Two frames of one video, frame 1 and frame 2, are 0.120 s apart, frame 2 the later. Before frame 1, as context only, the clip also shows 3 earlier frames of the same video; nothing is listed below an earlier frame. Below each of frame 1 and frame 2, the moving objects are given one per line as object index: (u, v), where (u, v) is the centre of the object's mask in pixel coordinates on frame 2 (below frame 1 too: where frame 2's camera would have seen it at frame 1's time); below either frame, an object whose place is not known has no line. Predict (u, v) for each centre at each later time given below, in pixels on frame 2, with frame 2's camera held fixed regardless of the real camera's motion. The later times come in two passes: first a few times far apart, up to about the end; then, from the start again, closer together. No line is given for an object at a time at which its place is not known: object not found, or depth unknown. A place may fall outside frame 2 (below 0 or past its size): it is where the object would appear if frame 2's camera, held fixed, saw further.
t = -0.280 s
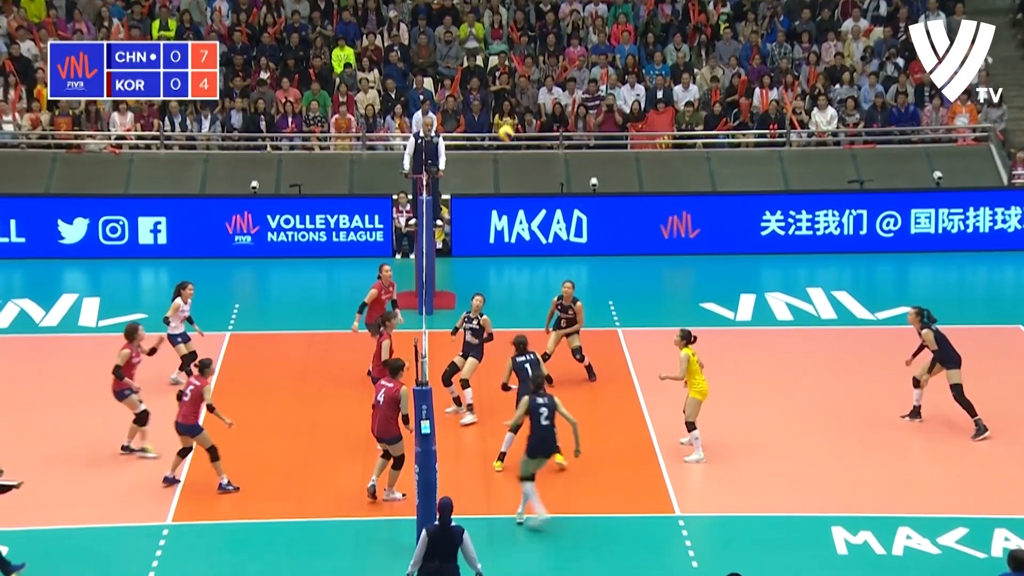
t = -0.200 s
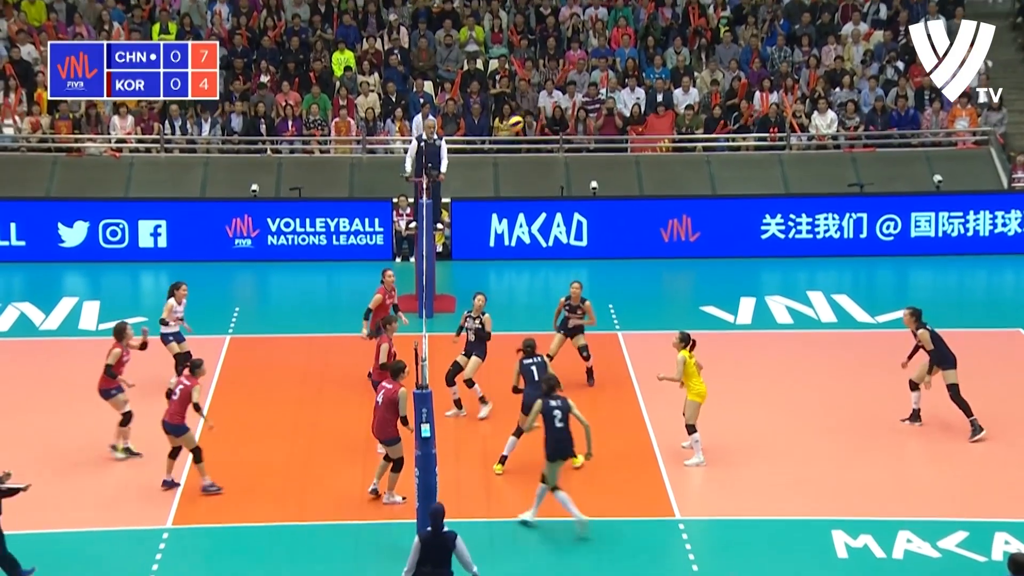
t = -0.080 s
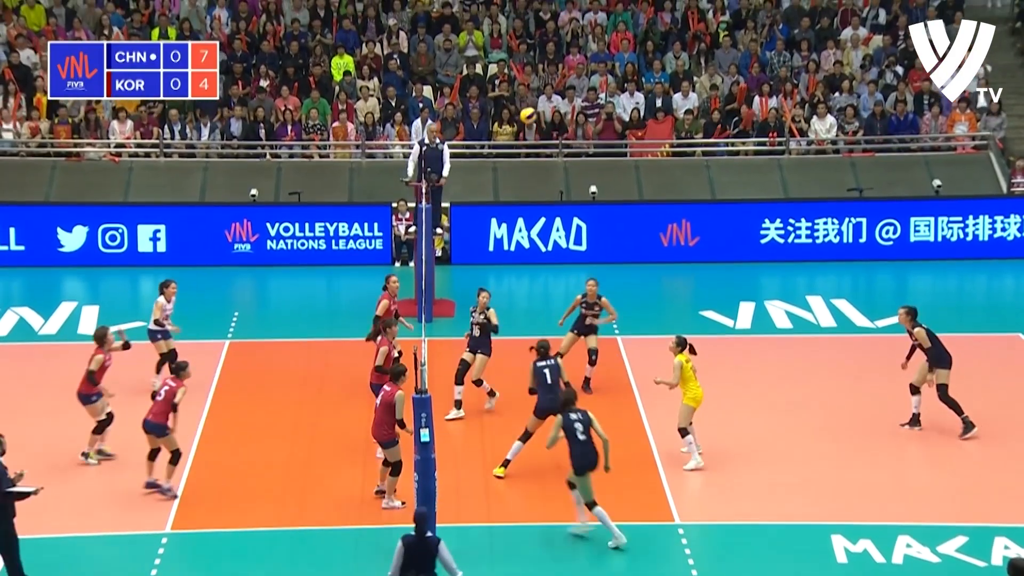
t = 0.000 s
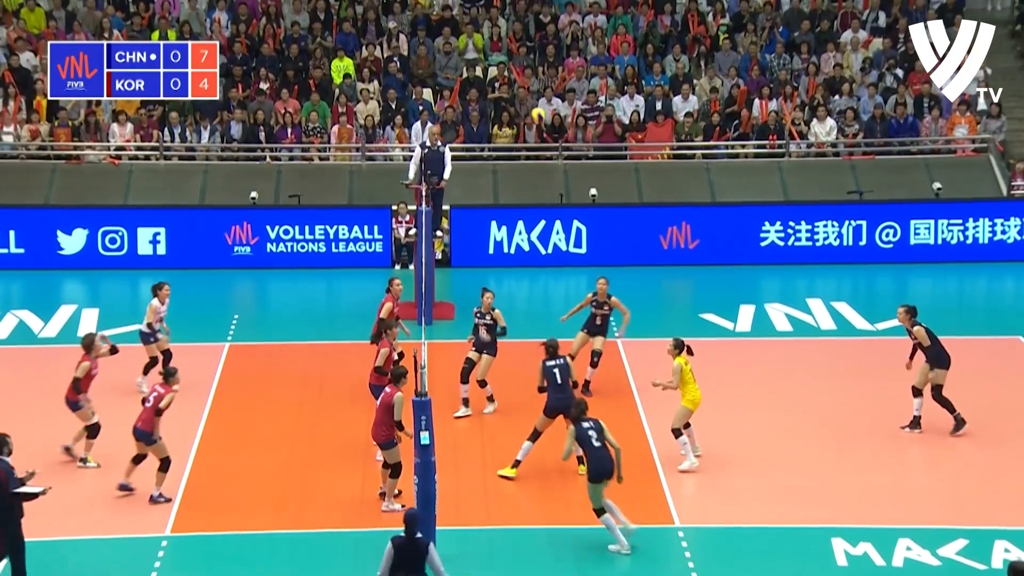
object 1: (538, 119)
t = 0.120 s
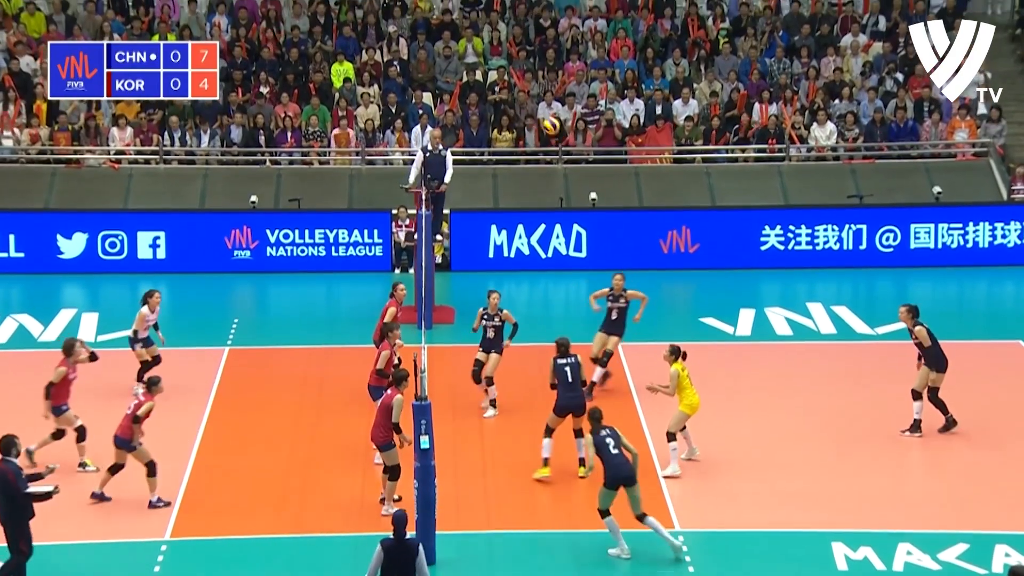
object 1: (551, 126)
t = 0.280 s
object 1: (570, 148)
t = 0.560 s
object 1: (599, 235)
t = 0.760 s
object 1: (617, 324)
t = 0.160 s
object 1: (556, 131)
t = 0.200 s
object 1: (560, 135)
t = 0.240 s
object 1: (565, 141)
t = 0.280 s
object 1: (570, 148)
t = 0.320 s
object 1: (574, 158)
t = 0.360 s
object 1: (578, 168)
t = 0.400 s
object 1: (582, 179)
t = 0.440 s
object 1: (586, 191)
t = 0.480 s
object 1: (591, 202)
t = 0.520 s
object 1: (595, 219)
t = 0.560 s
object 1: (599, 235)
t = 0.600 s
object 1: (603, 252)
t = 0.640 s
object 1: (606, 268)
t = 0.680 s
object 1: (610, 287)
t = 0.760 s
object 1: (617, 324)
